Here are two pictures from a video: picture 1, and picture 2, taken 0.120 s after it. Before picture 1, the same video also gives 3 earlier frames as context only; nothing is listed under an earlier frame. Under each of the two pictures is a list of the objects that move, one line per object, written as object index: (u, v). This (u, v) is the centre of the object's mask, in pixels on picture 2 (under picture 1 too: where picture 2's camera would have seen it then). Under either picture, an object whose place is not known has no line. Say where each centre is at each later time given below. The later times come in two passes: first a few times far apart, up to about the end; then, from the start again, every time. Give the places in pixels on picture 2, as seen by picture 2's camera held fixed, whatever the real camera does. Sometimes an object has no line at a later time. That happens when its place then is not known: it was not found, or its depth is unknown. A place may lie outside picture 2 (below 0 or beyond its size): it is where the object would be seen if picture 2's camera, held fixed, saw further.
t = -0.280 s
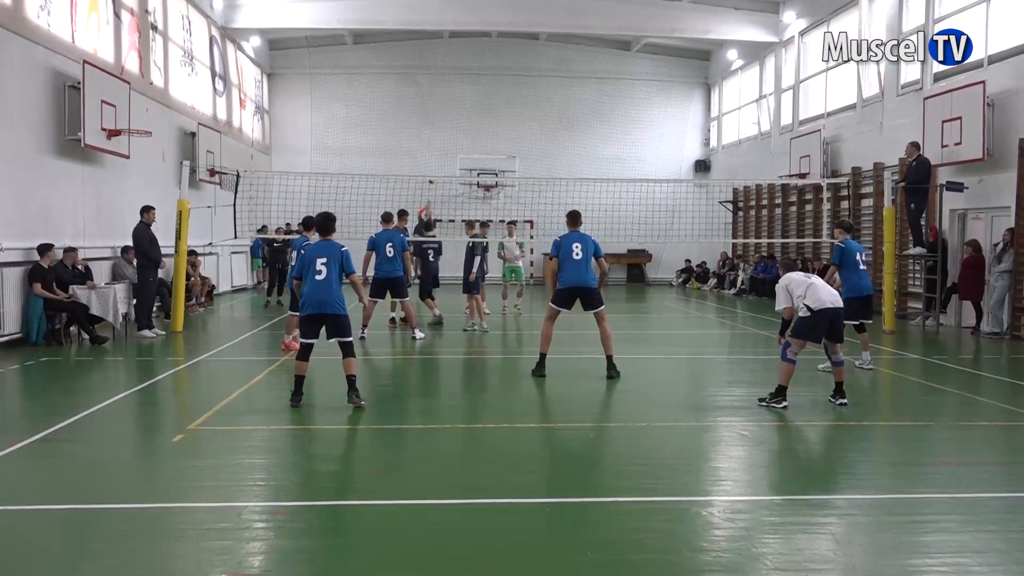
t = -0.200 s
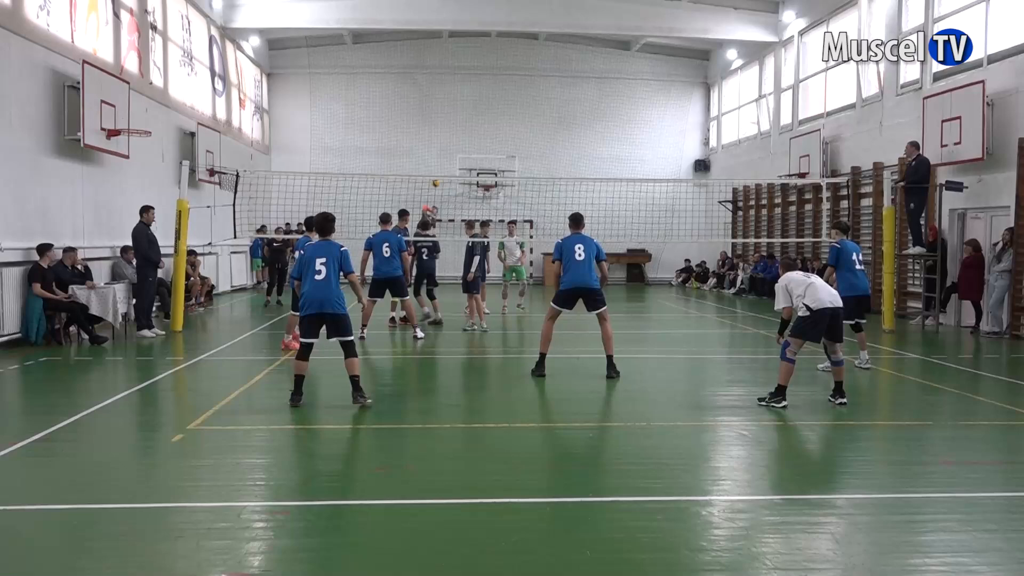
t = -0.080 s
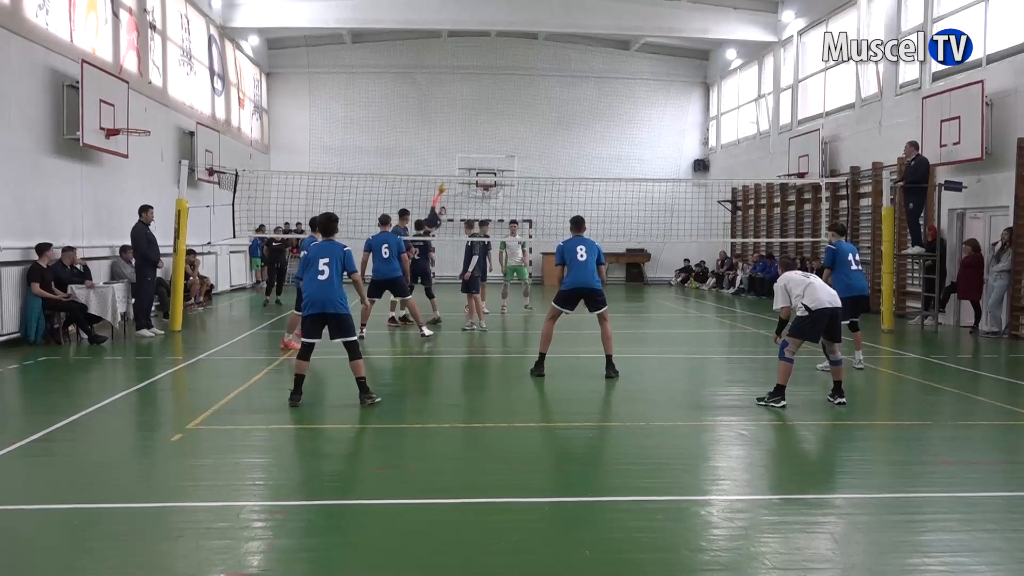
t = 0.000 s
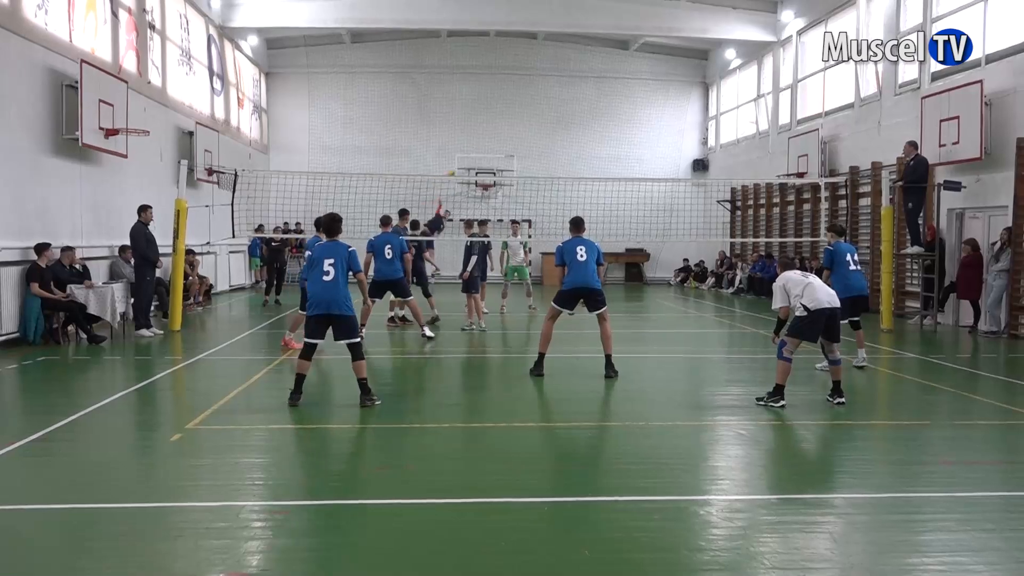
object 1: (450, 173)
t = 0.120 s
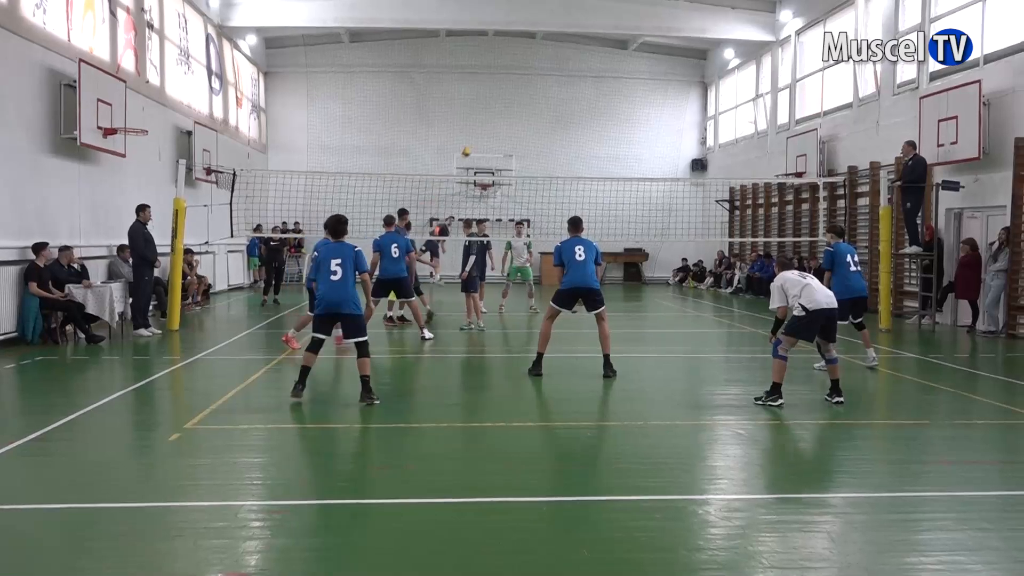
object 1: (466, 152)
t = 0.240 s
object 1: (483, 136)
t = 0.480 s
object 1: (535, 118)
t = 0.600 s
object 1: (570, 122)
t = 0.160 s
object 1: (472, 146)
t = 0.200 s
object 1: (477, 141)
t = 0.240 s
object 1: (483, 136)
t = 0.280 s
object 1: (491, 131)
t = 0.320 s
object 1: (498, 128)
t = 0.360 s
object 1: (506, 125)
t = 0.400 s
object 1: (514, 122)
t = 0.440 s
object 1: (524, 120)
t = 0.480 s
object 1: (535, 118)
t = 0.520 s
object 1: (546, 118)
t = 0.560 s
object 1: (557, 119)
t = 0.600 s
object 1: (570, 122)
